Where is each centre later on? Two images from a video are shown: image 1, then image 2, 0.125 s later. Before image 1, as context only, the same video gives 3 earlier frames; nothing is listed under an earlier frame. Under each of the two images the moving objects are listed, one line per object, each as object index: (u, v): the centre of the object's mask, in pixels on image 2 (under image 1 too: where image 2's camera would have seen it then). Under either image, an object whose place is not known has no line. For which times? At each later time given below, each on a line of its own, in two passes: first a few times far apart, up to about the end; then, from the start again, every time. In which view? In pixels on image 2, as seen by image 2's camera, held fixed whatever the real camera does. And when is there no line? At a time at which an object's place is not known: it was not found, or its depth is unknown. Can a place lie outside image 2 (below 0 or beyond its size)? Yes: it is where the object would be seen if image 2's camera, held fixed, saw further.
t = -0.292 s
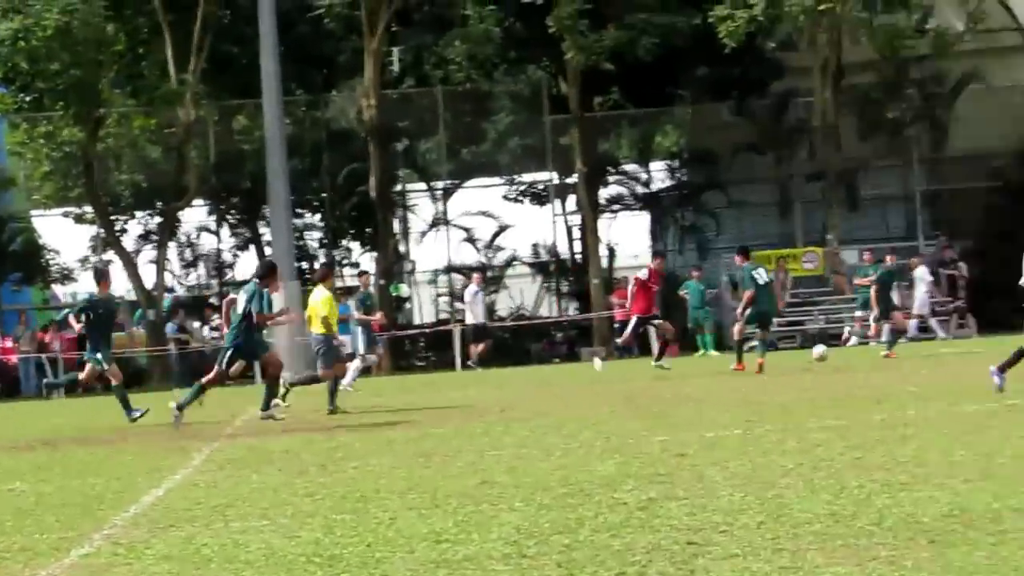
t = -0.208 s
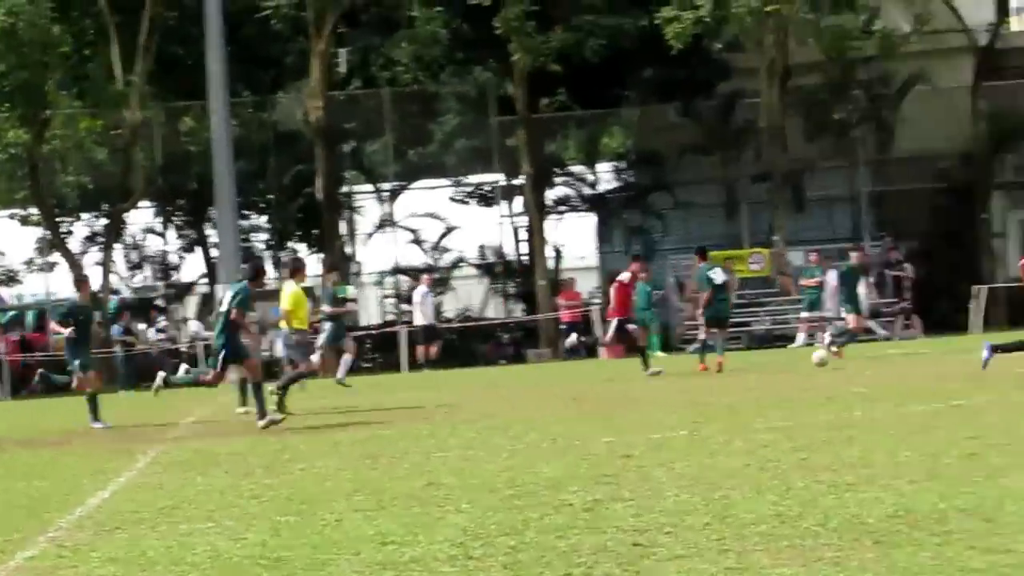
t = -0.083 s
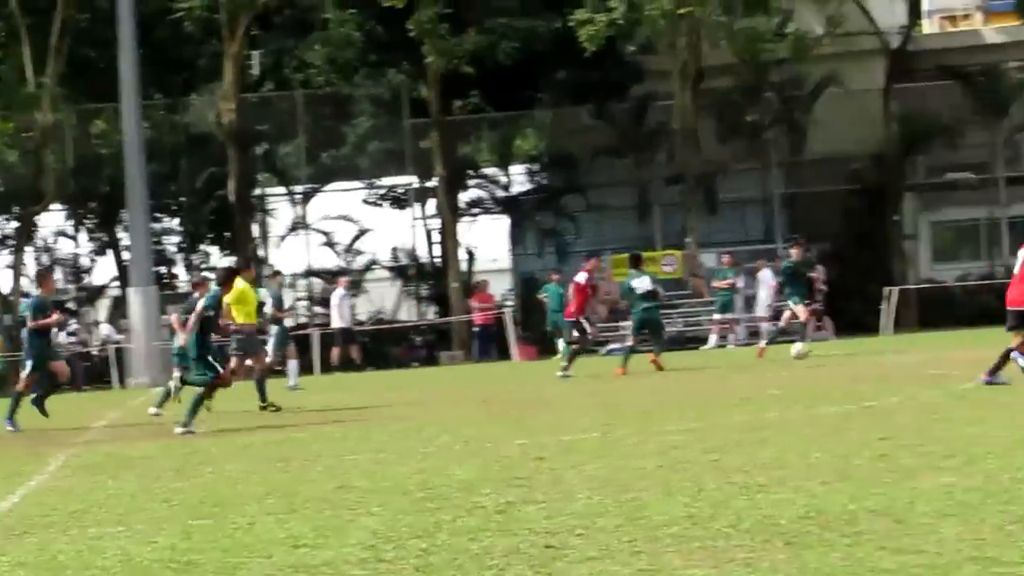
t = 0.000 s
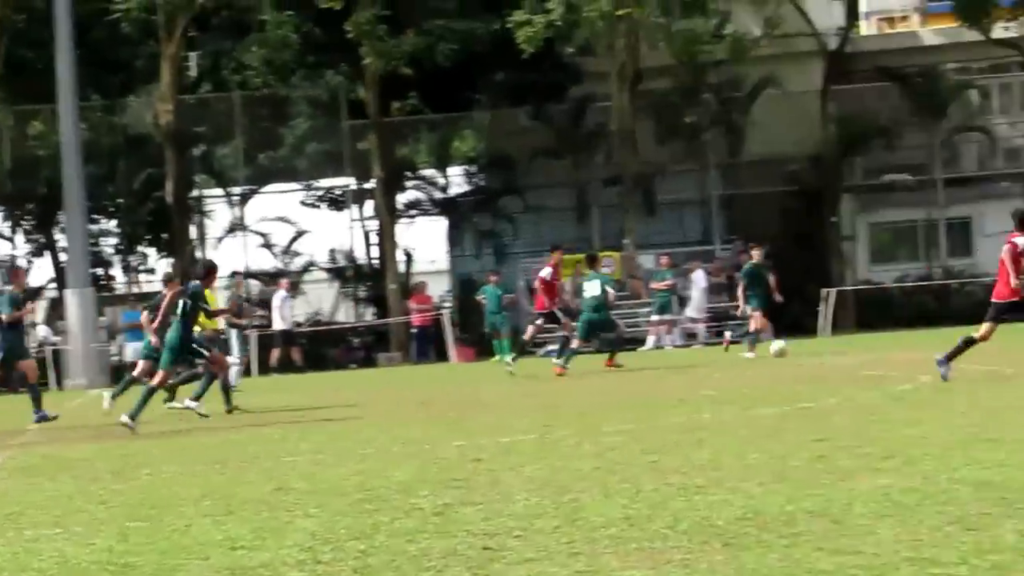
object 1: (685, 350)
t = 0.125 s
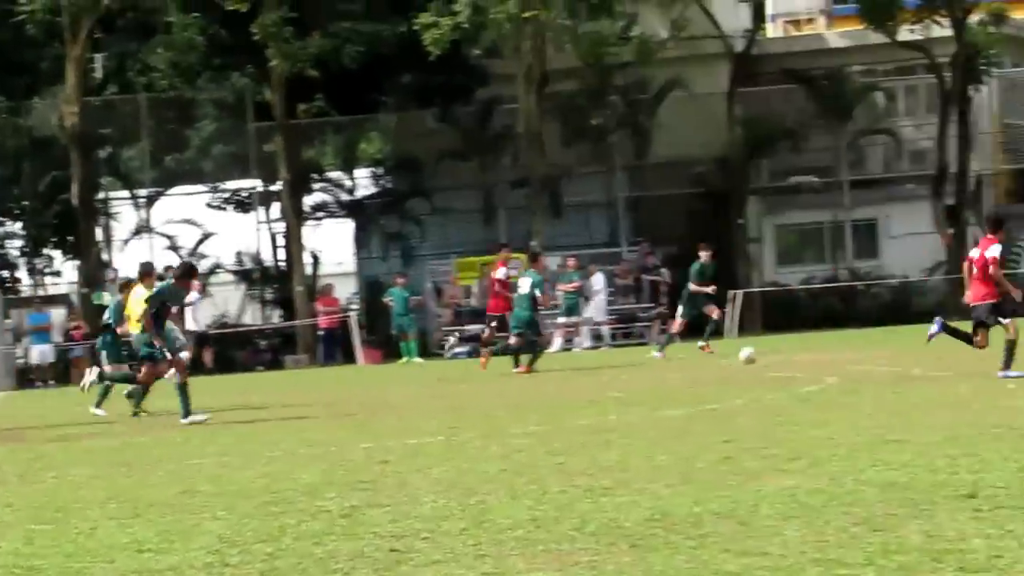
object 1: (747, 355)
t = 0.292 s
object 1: (832, 341)
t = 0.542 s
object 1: (960, 335)
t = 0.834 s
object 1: (1113, 331)
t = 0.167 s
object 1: (768, 350)
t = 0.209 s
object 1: (790, 345)
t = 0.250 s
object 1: (811, 342)
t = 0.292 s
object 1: (832, 341)
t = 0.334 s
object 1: (853, 341)
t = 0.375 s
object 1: (875, 343)
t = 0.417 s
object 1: (897, 346)
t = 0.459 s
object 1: (917, 341)
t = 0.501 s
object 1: (939, 337)
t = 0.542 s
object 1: (960, 335)
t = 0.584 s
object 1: (982, 334)
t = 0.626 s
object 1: (1004, 335)
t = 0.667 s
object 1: (1025, 337)
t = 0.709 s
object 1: (1047, 336)
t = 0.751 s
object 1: (1069, 333)
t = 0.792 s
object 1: (1091, 331)
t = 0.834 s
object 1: (1113, 331)
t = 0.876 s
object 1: (1135, 330)
